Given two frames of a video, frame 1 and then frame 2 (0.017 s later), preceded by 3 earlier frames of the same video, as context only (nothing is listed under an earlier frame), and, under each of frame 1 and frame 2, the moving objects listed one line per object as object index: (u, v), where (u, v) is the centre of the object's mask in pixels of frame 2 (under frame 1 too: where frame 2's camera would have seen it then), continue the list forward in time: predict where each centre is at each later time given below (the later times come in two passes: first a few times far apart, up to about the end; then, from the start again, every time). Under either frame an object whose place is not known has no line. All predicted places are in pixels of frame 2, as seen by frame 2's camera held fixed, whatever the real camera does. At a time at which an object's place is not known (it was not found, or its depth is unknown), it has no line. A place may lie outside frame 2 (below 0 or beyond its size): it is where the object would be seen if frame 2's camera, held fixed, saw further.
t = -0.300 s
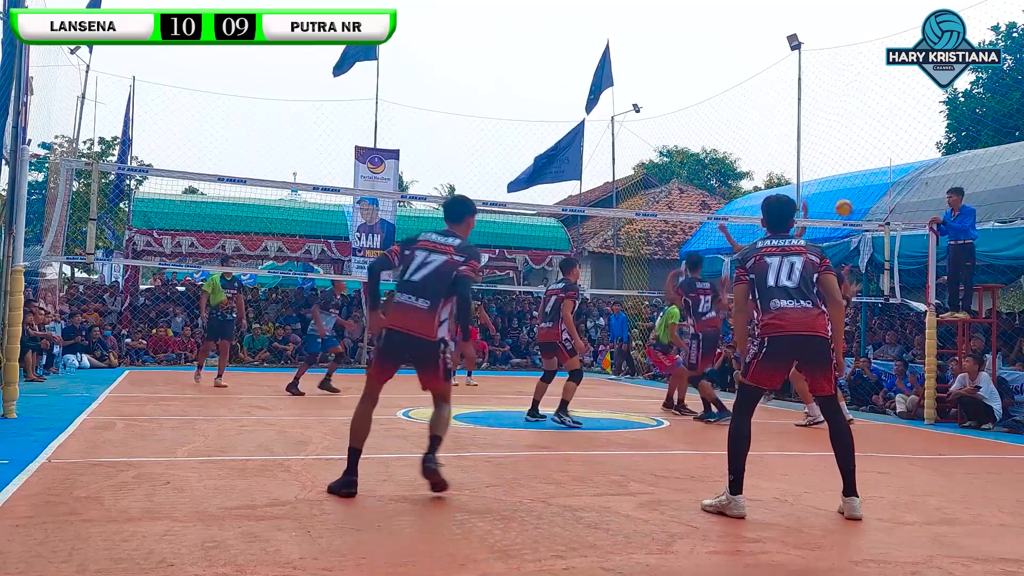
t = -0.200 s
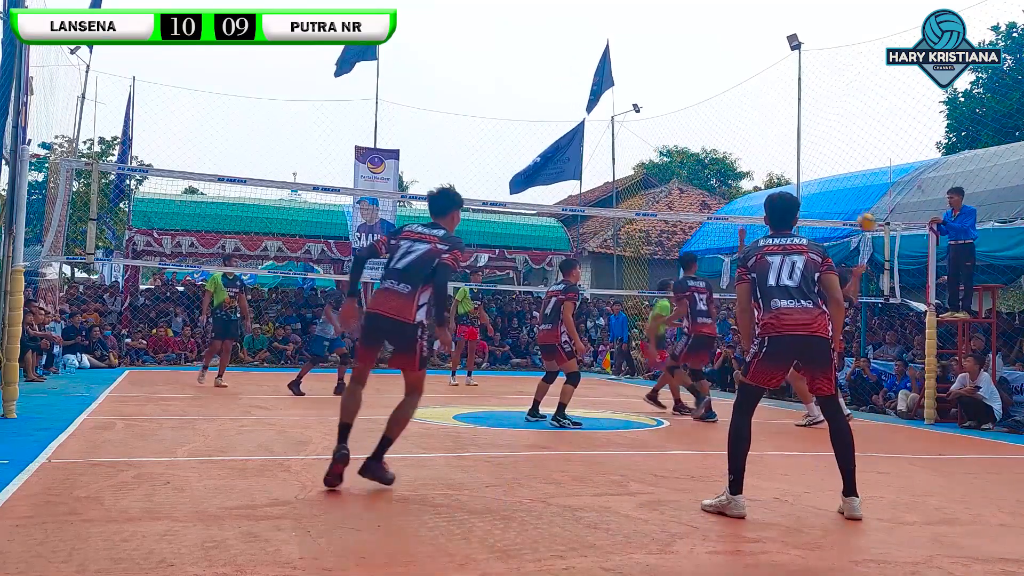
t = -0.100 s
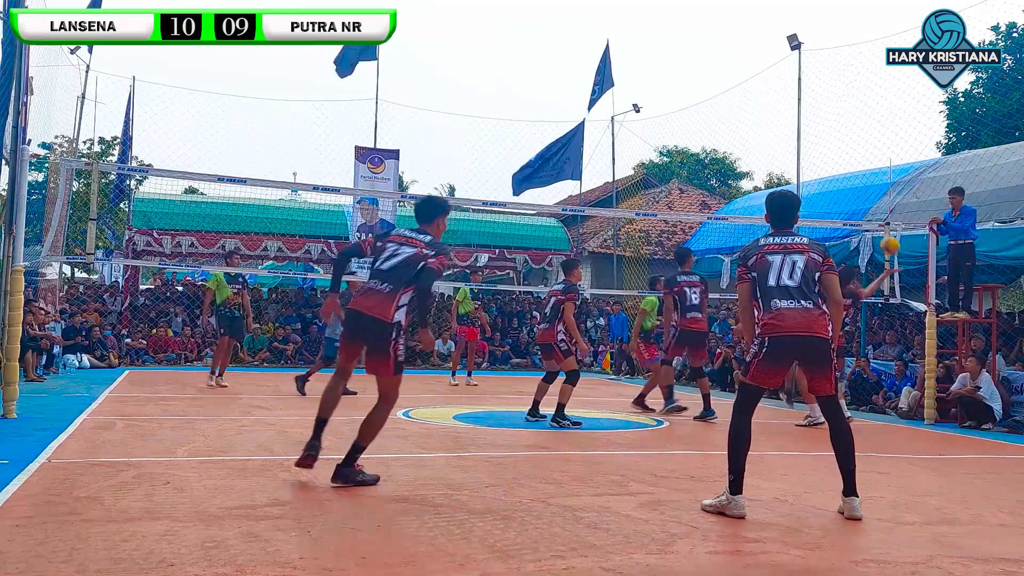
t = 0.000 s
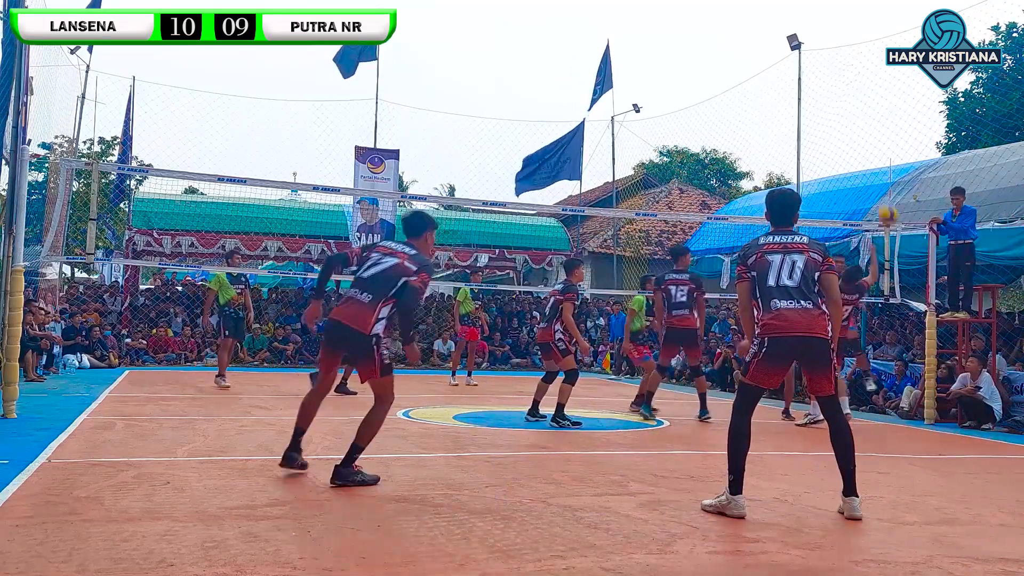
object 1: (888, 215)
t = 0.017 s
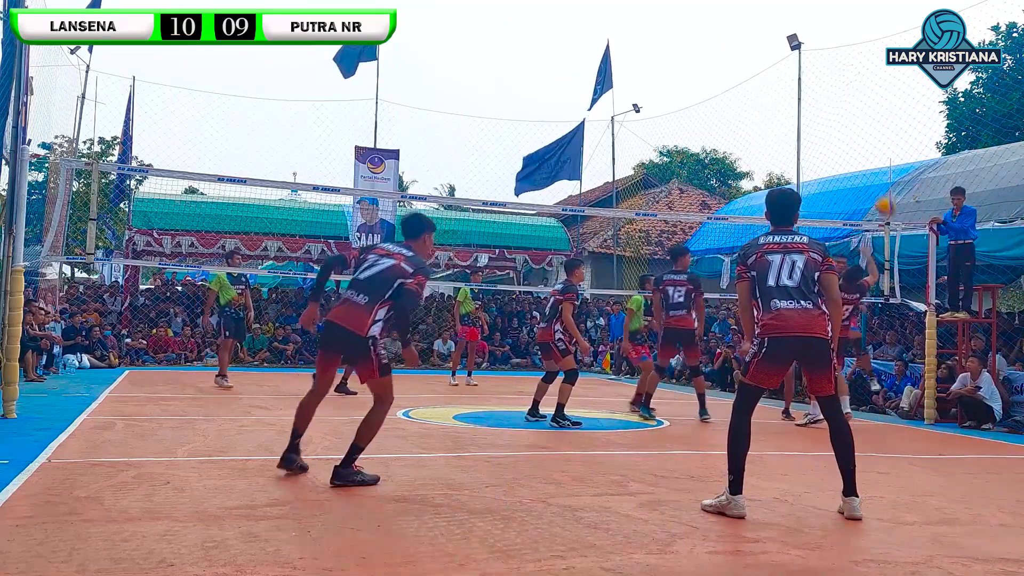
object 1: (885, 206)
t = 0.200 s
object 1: (848, 114)
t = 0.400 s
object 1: (806, 44)
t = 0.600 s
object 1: (759, 9)
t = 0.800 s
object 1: (708, 12)
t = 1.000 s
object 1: (650, 59)
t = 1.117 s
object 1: (614, 110)
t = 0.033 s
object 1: (882, 196)
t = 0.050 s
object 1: (879, 187)
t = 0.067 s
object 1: (875, 177)
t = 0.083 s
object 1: (872, 170)
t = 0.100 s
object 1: (869, 161)
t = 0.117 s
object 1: (866, 153)
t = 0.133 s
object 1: (862, 145)
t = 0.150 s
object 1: (859, 137)
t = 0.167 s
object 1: (855, 129)
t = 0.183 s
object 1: (852, 121)
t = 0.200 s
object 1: (848, 114)
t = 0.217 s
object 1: (845, 107)
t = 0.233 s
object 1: (842, 100)
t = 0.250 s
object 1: (838, 93)
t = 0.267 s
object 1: (835, 87)
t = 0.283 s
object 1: (832, 81)
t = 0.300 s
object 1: (828, 75)
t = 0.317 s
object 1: (824, 69)
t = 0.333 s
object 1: (820, 64)
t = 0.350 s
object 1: (817, 58)
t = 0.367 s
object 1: (813, 53)
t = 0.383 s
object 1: (810, 48)
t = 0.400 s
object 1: (806, 44)
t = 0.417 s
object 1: (802, 39)
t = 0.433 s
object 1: (799, 35)
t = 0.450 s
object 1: (795, 33)
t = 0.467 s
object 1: (791, 30)
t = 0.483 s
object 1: (787, 25)
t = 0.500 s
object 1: (783, 22)
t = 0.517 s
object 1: (779, 19)
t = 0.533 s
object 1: (775, 16)
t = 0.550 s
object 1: (771, 14)
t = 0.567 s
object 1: (767, 12)
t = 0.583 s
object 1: (763, 10)
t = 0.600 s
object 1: (759, 9)
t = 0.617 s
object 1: (755, 9)
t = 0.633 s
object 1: (751, 8)
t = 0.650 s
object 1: (747, 7)
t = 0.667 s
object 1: (742, 7)
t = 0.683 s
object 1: (738, 7)
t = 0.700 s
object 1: (734, 7)
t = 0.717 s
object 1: (730, 7)
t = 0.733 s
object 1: (725, 8)
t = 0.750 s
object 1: (721, 9)
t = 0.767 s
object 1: (717, 9)
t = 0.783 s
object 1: (712, 10)
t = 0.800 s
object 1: (708, 12)
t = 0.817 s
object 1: (703, 14)
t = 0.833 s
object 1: (698, 16)
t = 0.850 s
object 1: (694, 19)
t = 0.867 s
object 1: (689, 22)
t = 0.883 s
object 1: (685, 25)
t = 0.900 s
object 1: (680, 29)
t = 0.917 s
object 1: (675, 34)
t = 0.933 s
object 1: (670, 38)
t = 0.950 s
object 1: (665, 43)
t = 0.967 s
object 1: (660, 48)
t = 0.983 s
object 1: (655, 53)
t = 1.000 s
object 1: (650, 59)
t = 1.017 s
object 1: (645, 65)
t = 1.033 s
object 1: (640, 71)
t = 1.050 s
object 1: (635, 78)
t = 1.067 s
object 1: (630, 86)
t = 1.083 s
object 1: (625, 93)
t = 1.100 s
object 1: (620, 101)
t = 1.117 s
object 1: (614, 110)
